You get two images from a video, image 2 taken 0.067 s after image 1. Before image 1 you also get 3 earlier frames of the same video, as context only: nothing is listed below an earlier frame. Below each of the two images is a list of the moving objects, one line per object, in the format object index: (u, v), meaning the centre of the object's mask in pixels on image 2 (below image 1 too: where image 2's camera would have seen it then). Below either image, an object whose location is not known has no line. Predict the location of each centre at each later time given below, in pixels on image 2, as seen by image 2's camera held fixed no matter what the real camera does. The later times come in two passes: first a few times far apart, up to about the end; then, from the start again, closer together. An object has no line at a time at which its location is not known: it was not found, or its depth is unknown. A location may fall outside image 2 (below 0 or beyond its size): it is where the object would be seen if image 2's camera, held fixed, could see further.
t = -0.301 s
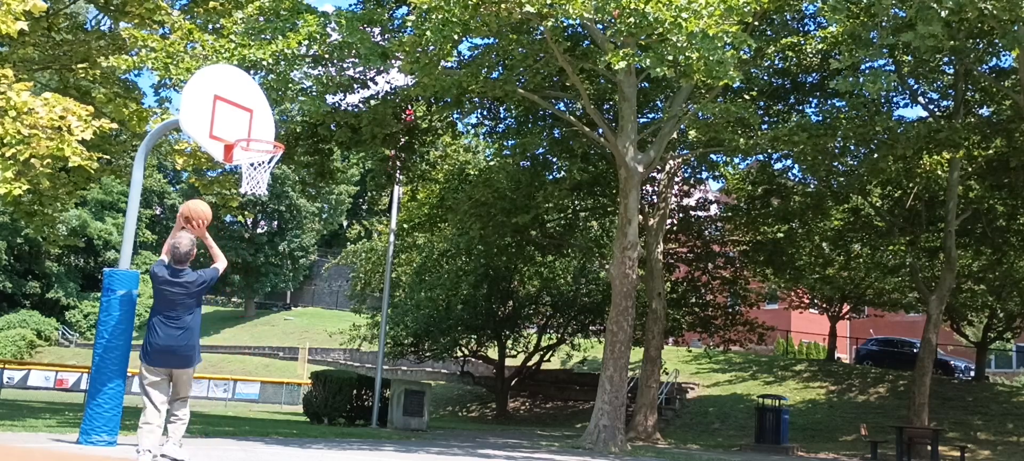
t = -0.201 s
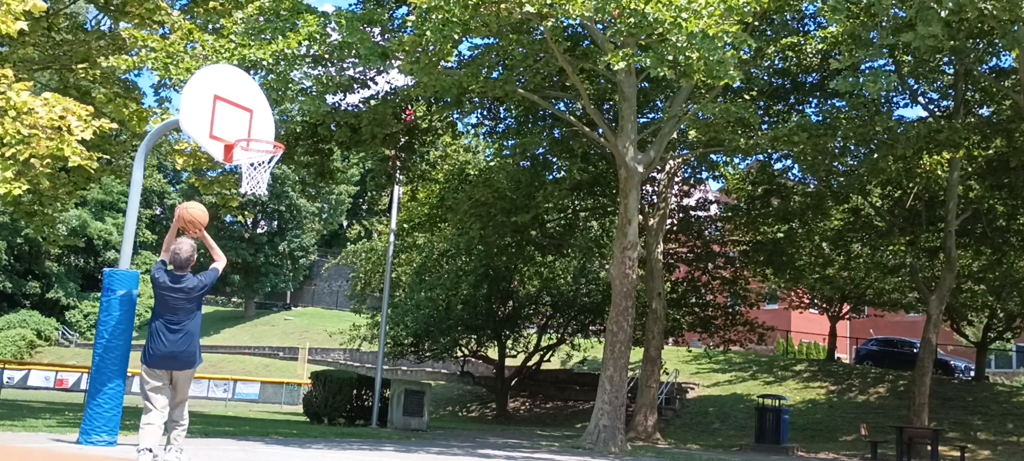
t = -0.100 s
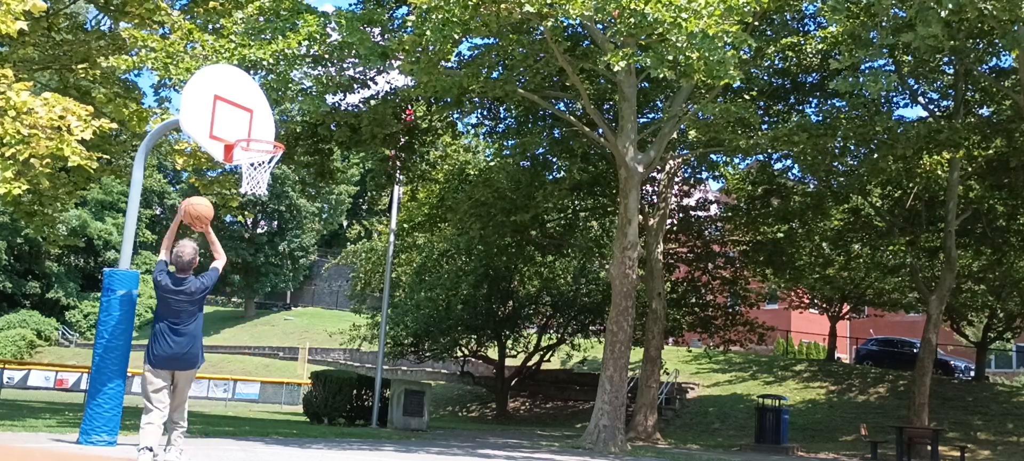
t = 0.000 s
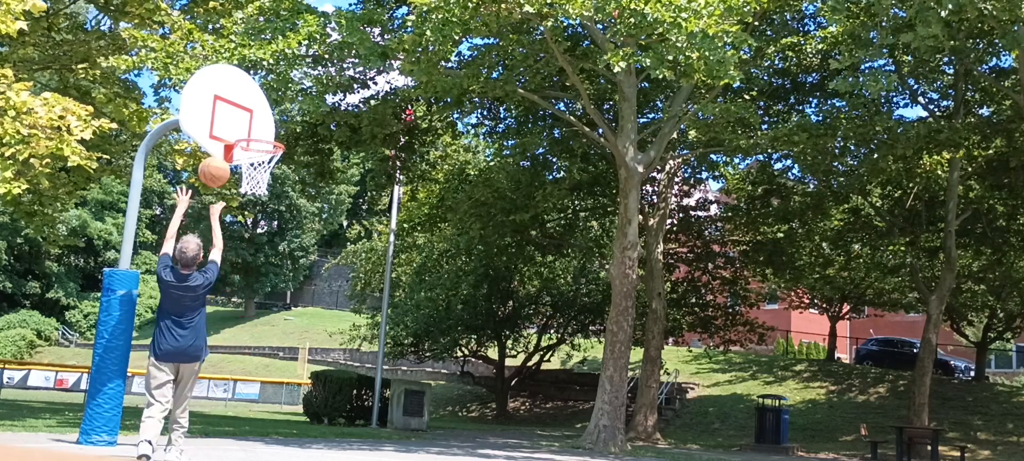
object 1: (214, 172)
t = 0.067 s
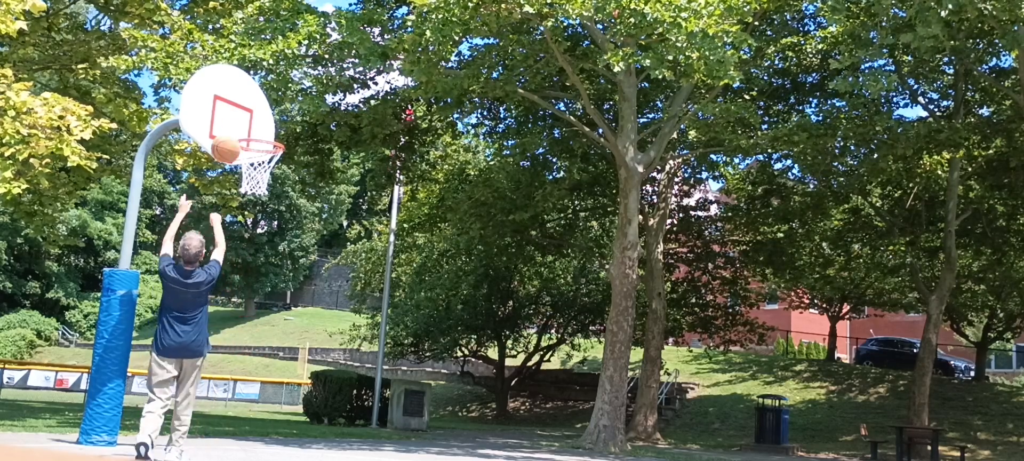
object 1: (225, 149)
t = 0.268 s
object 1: (253, 115)
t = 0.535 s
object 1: (278, 136)
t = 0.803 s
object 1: (332, 178)
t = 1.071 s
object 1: (385, 294)
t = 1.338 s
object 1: (436, 432)
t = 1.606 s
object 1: (492, 303)
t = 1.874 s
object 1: (543, 253)
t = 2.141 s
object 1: (590, 280)
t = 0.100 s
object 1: (231, 140)
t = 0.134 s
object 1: (235, 133)
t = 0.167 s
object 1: (241, 126)
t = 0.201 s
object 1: (245, 120)
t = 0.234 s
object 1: (249, 117)
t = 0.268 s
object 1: (253, 115)
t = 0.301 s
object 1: (257, 115)
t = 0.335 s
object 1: (261, 113)
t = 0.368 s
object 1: (264, 114)
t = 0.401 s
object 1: (268, 117)
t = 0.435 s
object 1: (270, 120)
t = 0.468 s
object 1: (273, 124)
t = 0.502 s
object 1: (275, 129)
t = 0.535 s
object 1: (278, 136)
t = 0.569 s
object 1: (283, 139)
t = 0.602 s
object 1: (290, 142)
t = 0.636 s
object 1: (297, 145)
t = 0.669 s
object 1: (304, 149)
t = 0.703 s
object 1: (311, 155)
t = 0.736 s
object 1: (318, 161)
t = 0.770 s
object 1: (325, 169)
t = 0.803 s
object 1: (332, 178)
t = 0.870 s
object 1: (346, 199)
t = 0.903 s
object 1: (352, 212)
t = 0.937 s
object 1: (359, 226)
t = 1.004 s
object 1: (372, 257)
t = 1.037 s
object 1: (379, 275)
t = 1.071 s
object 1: (385, 294)
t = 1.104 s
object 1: (391, 315)
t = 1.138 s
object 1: (397, 337)
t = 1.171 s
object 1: (403, 360)
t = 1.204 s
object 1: (410, 385)
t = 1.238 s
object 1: (416, 412)
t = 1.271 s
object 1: (422, 439)
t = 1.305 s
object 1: (428, 451)
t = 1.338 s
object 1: (436, 432)
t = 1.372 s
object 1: (443, 411)
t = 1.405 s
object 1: (450, 392)
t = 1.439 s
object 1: (458, 374)
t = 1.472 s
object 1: (465, 357)
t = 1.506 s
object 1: (472, 342)
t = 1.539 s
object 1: (479, 327)
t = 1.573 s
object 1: (486, 315)
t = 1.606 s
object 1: (492, 303)
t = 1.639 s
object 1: (499, 293)
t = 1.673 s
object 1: (506, 284)
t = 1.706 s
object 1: (512, 276)
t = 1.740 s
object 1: (518, 269)
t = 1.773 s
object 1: (524, 263)
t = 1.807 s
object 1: (530, 259)
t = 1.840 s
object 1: (537, 255)
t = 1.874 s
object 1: (543, 253)
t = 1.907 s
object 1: (549, 252)
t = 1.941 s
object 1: (555, 252)
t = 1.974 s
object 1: (561, 254)
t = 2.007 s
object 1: (567, 257)
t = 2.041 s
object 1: (573, 261)
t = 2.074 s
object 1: (579, 266)
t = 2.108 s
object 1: (584, 272)
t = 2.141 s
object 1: (590, 280)
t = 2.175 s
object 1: (595, 289)
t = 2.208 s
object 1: (601, 299)
